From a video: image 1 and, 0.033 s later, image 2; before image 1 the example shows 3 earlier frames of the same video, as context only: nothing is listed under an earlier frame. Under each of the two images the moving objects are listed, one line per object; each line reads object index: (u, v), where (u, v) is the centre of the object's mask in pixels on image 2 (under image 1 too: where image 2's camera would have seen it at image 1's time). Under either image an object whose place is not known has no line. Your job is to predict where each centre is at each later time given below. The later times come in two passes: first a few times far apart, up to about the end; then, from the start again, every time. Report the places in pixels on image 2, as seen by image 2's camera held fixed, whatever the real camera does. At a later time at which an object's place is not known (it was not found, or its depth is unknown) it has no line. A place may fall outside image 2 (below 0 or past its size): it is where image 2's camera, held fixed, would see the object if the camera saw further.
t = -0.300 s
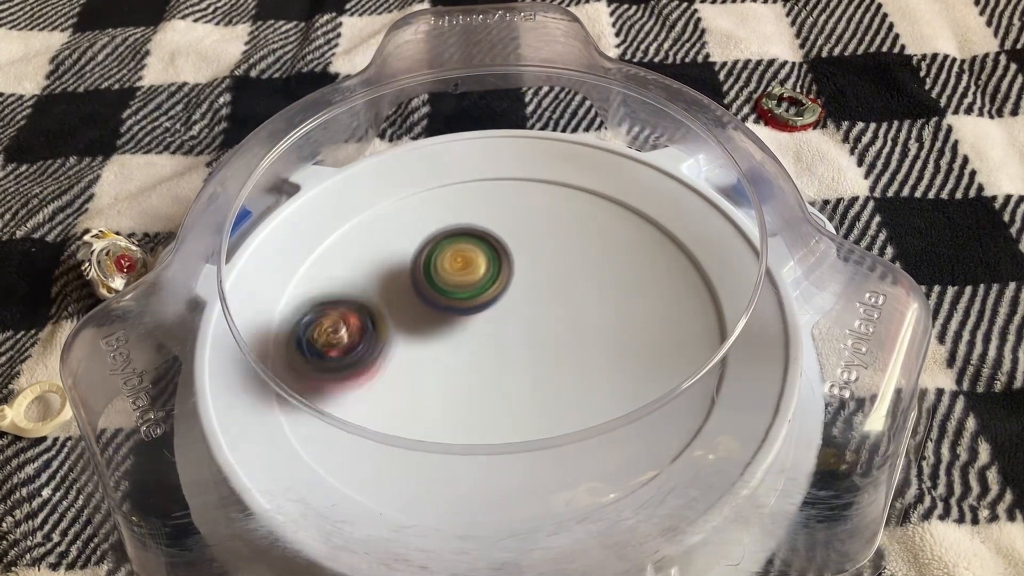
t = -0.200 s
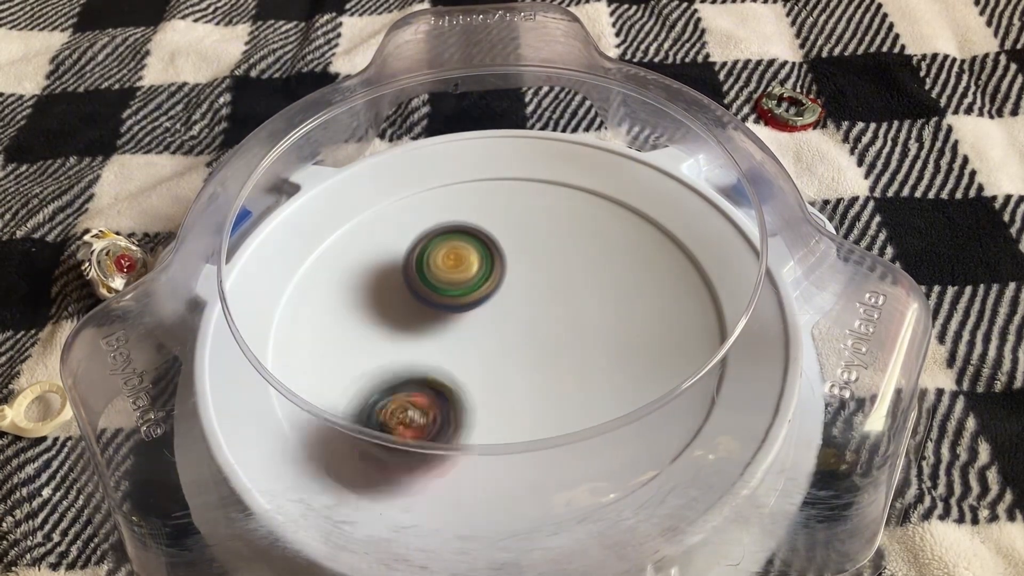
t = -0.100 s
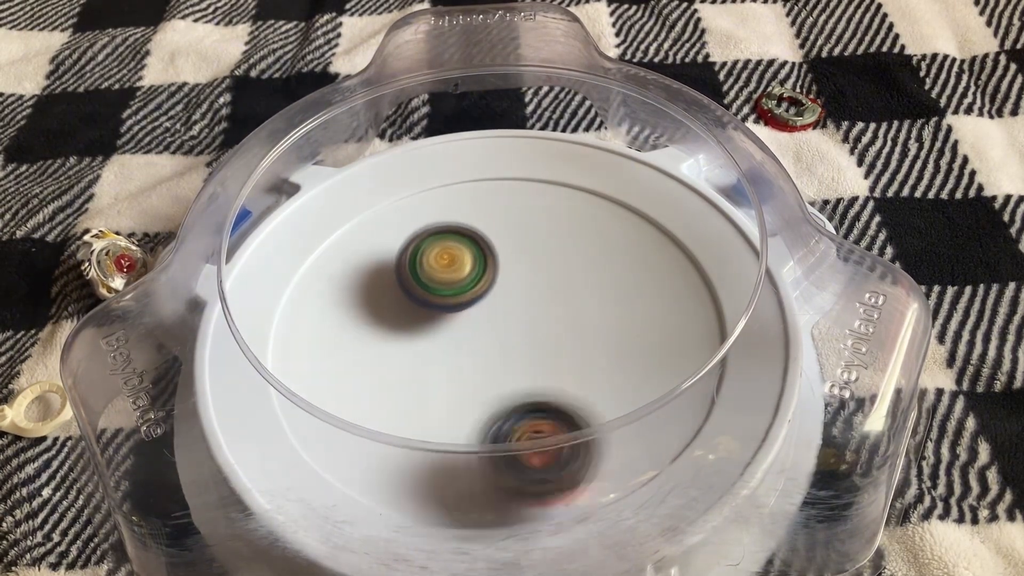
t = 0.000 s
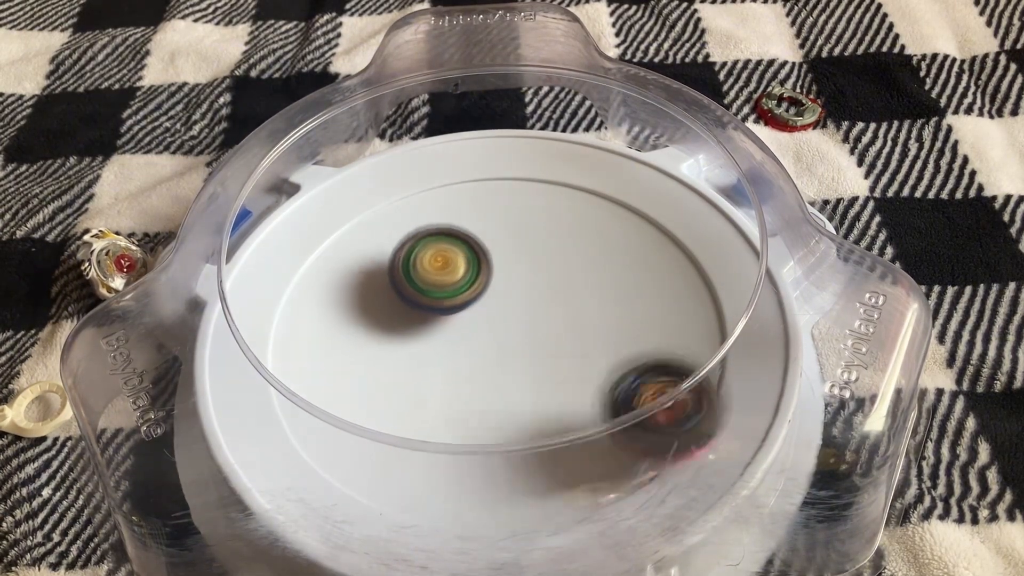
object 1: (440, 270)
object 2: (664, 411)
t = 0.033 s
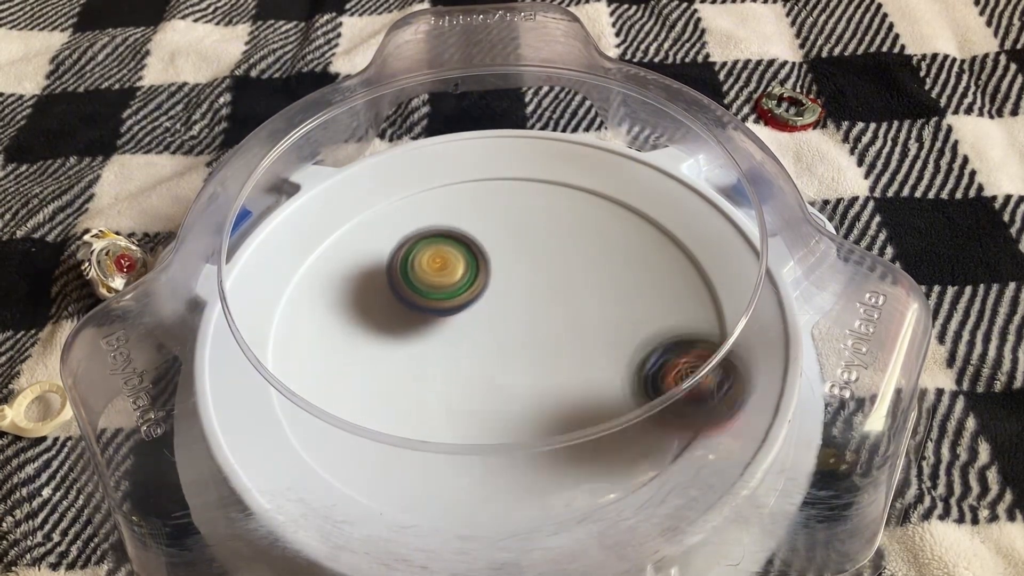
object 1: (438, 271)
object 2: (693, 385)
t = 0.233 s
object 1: (429, 286)
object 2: (651, 223)
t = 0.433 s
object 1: (424, 305)
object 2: (443, 217)
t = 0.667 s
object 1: (466, 468)
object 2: (294, 277)
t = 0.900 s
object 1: (482, 492)
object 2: (362, 358)
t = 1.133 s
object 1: (590, 469)
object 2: (332, 221)
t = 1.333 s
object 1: (473, 392)
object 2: (368, 231)
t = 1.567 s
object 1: (418, 316)
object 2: (457, 228)
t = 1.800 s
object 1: (441, 305)
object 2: (525, 200)
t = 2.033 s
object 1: (435, 357)
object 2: (562, 215)
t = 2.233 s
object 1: (395, 421)
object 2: (573, 190)
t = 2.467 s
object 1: (388, 402)
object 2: (588, 260)
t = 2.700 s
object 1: (423, 386)
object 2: (651, 318)
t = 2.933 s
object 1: (461, 370)
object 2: (608, 338)
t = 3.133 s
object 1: (362, 353)
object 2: (648, 322)
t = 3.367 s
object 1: (374, 302)
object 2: (527, 318)
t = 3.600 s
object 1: (403, 270)
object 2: (453, 423)
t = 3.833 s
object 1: (436, 254)
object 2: (550, 401)
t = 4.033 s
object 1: (441, 213)
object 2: (504, 350)
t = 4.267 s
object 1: (471, 193)
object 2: (593, 417)
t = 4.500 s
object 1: (511, 262)
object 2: (567, 358)
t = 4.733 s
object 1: (436, 209)
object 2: (610, 448)
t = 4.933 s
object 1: (445, 245)
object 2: (544, 431)
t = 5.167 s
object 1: (455, 292)
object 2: (421, 402)
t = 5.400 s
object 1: (473, 357)
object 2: (347, 381)
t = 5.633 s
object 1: (495, 404)
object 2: (383, 320)
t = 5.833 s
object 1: (509, 408)
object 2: (408, 254)
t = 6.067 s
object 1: (522, 396)
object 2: (440, 241)
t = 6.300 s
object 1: (517, 358)
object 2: (534, 260)
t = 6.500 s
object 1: (465, 355)
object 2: (600, 207)
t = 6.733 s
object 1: (429, 337)
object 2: (571, 220)
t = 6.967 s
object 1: (404, 331)
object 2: (521, 312)
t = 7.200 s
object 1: (386, 342)
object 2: (527, 392)
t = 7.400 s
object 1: (398, 350)
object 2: (549, 422)
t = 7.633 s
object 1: (389, 335)
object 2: (556, 380)
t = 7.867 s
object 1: (392, 271)
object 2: (611, 312)
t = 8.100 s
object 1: (423, 262)
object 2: (532, 269)
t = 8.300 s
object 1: (329, 251)
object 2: (629, 279)
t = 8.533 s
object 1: (389, 284)
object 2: (660, 320)
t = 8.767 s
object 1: (468, 361)
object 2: (582, 364)
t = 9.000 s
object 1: (458, 414)
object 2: (559, 359)
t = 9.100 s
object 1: (463, 418)
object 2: (533, 342)
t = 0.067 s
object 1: (436, 273)
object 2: (710, 351)
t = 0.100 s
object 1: (435, 275)
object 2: (710, 321)
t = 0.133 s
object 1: (433, 277)
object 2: (705, 292)
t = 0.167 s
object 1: (432, 280)
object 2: (696, 265)
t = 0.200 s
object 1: (431, 283)
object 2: (677, 242)
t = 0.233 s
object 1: (429, 286)
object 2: (651, 223)
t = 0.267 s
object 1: (428, 288)
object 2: (621, 210)
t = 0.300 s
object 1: (427, 292)
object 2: (587, 201)
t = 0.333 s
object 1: (426, 294)
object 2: (552, 198)
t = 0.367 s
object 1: (425, 298)
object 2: (515, 199)
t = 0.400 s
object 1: (424, 302)
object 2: (478, 206)
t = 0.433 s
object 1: (424, 305)
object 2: (443, 217)
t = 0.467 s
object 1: (427, 326)
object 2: (409, 214)
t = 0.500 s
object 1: (435, 356)
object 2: (372, 200)
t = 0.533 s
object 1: (445, 385)
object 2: (346, 201)
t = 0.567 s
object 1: (455, 405)
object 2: (331, 215)
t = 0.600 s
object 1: (462, 431)
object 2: (320, 237)
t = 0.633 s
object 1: (466, 450)
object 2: (308, 256)
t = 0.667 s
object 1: (466, 468)
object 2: (294, 277)
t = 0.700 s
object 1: (463, 483)
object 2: (282, 302)
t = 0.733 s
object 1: (458, 495)
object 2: (288, 327)
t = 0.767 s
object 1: (449, 497)
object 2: (301, 351)
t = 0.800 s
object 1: (437, 497)
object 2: (323, 372)
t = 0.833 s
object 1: (425, 484)
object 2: (351, 387)
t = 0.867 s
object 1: (445, 488)
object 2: (359, 381)
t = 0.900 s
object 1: (482, 492)
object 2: (362, 358)
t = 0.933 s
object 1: (514, 493)
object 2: (367, 333)
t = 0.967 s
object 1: (540, 491)
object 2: (368, 309)
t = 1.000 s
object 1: (565, 487)
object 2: (363, 286)
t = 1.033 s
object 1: (581, 482)
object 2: (356, 265)
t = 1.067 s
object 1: (591, 478)
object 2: (348, 246)
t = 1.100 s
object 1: (594, 472)
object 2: (335, 229)
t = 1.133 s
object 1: (590, 469)
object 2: (332, 221)
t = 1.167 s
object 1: (579, 458)
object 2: (336, 225)
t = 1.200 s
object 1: (563, 447)
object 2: (344, 229)
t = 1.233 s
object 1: (541, 434)
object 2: (351, 231)
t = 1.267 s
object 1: (517, 411)
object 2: (357, 232)
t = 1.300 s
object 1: (494, 404)
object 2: (362, 232)
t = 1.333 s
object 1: (473, 392)
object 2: (368, 231)
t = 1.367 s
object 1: (456, 376)
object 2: (374, 231)
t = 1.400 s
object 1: (442, 362)
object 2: (384, 231)
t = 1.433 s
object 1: (431, 348)
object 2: (394, 232)
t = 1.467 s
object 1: (424, 338)
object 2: (408, 232)
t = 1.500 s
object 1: (420, 328)
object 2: (424, 233)
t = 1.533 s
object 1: (418, 322)
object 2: (441, 231)
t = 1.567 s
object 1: (418, 316)
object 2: (457, 228)
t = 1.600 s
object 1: (419, 312)
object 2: (472, 225)
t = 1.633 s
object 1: (422, 310)
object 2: (487, 221)
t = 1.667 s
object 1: (425, 307)
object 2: (500, 216)
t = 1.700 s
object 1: (429, 306)
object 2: (510, 211)
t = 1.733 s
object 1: (433, 306)
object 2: (519, 206)
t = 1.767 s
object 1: (437, 305)
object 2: (524, 202)
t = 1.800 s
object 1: (441, 305)
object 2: (525, 200)
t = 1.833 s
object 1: (444, 305)
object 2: (524, 199)
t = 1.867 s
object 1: (448, 306)
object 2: (522, 203)
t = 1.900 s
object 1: (452, 307)
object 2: (520, 210)
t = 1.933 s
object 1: (456, 309)
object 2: (520, 219)
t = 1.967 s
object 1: (460, 310)
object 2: (523, 234)
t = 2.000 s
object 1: (448, 331)
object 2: (539, 230)
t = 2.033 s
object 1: (435, 357)
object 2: (562, 215)
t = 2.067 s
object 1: (423, 380)
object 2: (580, 199)
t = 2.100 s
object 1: (414, 396)
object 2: (592, 183)
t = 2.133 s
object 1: (409, 403)
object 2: (592, 173)
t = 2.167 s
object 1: (402, 419)
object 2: (589, 176)
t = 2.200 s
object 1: (399, 421)
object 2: (580, 183)
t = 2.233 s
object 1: (395, 421)
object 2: (573, 190)
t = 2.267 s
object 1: (390, 422)
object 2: (569, 198)
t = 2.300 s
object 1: (386, 421)
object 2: (568, 206)
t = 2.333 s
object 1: (384, 419)
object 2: (570, 215)
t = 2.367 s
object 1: (383, 417)
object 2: (572, 223)
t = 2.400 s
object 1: (383, 414)
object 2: (576, 235)
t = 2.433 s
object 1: (384, 412)
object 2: (581, 248)
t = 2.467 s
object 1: (388, 402)
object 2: (588, 260)
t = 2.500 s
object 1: (391, 400)
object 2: (595, 272)
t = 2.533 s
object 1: (394, 398)
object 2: (604, 282)
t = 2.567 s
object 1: (400, 396)
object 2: (614, 292)
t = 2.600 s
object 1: (405, 394)
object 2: (625, 301)
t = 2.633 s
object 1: (411, 392)
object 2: (634, 308)
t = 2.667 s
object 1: (417, 389)
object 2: (643, 314)
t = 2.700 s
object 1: (423, 386)
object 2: (651, 318)
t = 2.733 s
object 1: (429, 383)
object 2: (655, 320)
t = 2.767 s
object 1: (435, 381)
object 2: (657, 321)
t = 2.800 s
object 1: (440, 379)
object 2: (654, 322)
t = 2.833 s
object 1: (445, 377)
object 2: (646, 323)
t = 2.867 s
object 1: (450, 375)
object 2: (637, 326)
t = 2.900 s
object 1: (456, 373)
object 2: (624, 330)
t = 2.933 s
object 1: (461, 370)
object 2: (608, 338)
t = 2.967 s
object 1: (467, 367)
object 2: (593, 345)
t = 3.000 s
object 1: (454, 365)
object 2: (594, 350)
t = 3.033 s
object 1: (423, 364)
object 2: (613, 348)
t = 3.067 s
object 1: (395, 362)
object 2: (630, 342)
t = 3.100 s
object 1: (375, 358)
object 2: (643, 332)
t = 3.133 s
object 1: (362, 353)
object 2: (648, 322)
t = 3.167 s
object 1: (358, 345)
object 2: (645, 313)
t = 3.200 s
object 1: (359, 337)
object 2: (636, 306)
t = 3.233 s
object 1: (361, 329)
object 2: (620, 300)
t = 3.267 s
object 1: (364, 322)
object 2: (599, 298)
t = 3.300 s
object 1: (367, 315)
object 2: (575, 301)
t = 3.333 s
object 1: (370, 308)
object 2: (550, 306)
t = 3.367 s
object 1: (374, 302)
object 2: (527, 318)
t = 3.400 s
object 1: (378, 296)
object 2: (506, 331)
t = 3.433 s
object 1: (381, 291)
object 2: (488, 345)
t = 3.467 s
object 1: (385, 286)
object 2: (473, 361)
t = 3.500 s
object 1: (389, 281)
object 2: (460, 377)
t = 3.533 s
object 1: (394, 277)
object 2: (451, 392)
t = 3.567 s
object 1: (398, 273)
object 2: (451, 406)
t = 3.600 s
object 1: (403, 270)
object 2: (453, 423)
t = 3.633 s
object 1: (407, 266)
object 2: (461, 441)
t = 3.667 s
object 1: (412, 263)
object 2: (476, 456)
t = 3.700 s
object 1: (416, 261)
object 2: (496, 456)
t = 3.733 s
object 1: (421, 258)
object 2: (517, 455)
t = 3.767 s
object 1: (425, 257)
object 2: (536, 440)
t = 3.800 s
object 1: (430, 255)
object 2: (546, 421)
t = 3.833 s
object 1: (436, 254)
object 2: (550, 401)
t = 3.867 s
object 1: (440, 252)
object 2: (548, 387)
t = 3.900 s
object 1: (445, 252)
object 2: (541, 368)
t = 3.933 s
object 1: (450, 251)
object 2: (528, 350)
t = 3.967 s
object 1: (454, 251)
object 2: (513, 334)
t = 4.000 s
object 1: (453, 243)
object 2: (500, 331)
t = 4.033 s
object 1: (441, 213)
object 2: (504, 350)
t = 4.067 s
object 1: (430, 189)
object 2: (509, 366)
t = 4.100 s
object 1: (424, 172)
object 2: (516, 382)
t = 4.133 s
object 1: (428, 168)
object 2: (526, 395)
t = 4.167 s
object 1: (435, 173)
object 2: (539, 403)
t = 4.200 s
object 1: (446, 177)
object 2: (553, 407)
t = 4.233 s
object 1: (458, 184)
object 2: (573, 419)
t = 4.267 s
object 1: (471, 193)
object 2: (593, 417)
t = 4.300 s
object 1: (482, 204)
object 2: (606, 410)
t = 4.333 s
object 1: (492, 216)
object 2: (613, 398)
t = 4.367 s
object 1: (501, 229)
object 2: (612, 382)
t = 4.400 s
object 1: (509, 242)
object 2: (609, 372)
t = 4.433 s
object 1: (515, 254)
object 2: (595, 357)
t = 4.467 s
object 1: (519, 267)
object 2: (579, 348)
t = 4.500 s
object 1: (511, 262)
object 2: (567, 358)
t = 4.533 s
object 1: (492, 242)
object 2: (575, 383)
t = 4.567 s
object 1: (473, 226)
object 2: (580, 398)
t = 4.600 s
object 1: (458, 214)
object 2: (590, 420)
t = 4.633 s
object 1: (448, 207)
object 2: (596, 432)
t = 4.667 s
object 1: (440, 205)
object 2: (606, 446)
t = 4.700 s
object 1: (437, 206)
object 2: (612, 454)
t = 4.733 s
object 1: (436, 209)
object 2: (610, 448)
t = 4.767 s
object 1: (436, 214)
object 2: (604, 442)
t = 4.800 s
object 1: (437, 218)
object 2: (595, 436)
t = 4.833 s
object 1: (438, 224)
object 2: (587, 432)
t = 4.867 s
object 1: (440, 231)
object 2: (576, 432)
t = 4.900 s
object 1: (443, 237)
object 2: (561, 432)
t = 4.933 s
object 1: (445, 245)
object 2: (544, 431)
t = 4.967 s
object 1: (448, 252)
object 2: (528, 429)
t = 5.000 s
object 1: (450, 260)
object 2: (512, 424)
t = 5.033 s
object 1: (452, 266)
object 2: (494, 420)
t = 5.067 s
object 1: (453, 272)
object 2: (474, 418)
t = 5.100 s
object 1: (454, 278)
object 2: (455, 414)
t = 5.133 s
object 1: (454, 284)
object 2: (438, 407)
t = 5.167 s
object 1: (455, 292)
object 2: (421, 402)
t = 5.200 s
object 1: (456, 300)
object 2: (406, 399)
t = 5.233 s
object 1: (458, 309)
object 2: (391, 395)
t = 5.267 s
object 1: (460, 317)
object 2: (377, 391)
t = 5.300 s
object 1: (463, 328)
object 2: (365, 388)
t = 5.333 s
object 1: (466, 338)
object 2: (355, 385)
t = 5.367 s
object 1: (470, 347)
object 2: (350, 383)
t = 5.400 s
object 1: (473, 357)
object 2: (347, 381)
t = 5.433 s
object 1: (477, 367)
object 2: (349, 379)
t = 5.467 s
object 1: (480, 377)
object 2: (353, 375)
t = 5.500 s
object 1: (483, 385)
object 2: (358, 369)
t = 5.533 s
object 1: (487, 393)
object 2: (365, 356)
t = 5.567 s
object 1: (490, 398)
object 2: (373, 344)
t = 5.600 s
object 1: (493, 402)
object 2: (378, 332)
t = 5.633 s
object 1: (495, 404)
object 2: (383, 320)
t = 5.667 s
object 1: (497, 406)
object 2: (390, 308)
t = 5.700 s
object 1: (498, 407)
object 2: (395, 295)
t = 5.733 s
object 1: (500, 408)
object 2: (399, 284)
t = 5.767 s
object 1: (503, 408)
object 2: (403, 272)
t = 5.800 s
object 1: (506, 408)
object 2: (406, 263)
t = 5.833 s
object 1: (509, 408)
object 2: (408, 254)
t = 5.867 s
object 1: (511, 407)
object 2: (412, 247)
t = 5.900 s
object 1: (513, 406)
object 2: (414, 240)
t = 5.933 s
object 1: (515, 405)
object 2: (417, 237)
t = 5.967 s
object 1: (518, 403)
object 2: (421, 235)
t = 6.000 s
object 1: (519, 401)
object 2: (426, 236)
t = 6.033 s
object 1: (521, 399)
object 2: (433, 238)
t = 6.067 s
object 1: (522, 396)
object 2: (440, 241)
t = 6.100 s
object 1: (522, 393)
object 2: (453, 245)
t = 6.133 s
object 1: (523, 389)
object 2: (465, 248)
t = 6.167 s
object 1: (523, 384)
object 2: (478, 251)
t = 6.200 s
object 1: (523, 379)
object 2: (492, 254)
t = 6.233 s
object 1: (522, 373)
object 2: (508, 257)
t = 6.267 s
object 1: (521, 366)
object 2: (521, 259)
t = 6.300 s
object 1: (517, 358)
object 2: (534, 260)
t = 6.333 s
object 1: (514, 350)
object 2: (548, 260)
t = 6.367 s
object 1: (502, 354)
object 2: (566, 246)
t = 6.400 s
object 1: (490, 358)
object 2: (580, 234)
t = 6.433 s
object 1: (479, 360)
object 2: (588, 225)
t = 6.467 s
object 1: (471, 359)
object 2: (595, 215)
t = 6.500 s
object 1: (465, 355)
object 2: (600, 207)
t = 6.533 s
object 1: (459, 352)
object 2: (604, 199)
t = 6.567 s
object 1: (453, 349)
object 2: (604, 193)
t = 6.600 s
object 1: (447, 346)
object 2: (601, 190)
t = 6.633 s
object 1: (441, 343)
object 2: (596, 193)
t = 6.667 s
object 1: (437, 340)
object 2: (590, 197)
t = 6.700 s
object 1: (433, 338)
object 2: (579, 208)
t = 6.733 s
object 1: (429, 337)
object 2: (571, 220)
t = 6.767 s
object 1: (425, 335)
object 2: (563, 234)
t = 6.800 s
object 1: (422, 334)
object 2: (555, 247)
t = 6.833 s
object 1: (419, 332)
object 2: (546, 261)
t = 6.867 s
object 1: (417, 331)
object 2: (540, 273)
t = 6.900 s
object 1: (414, 331)
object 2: (532, 285)
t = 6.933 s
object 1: (411, 330)
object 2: (524, 300)
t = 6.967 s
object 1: (404, 331)
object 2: (521, 312)
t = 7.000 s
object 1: (397, 334)
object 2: (521, 322)
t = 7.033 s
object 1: (392, 337)
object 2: (520, 331)
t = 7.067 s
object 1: (389, 338)
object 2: (522, 344)
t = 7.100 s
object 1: (388, 338)
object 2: (522, 358)
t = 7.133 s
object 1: (387, 339)
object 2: (525, 370)
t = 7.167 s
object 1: (387, 341)
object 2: (524, 379)
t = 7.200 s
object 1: (386, 342)
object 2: (527, 392)
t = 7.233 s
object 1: (387, 344)
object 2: (531, 395)
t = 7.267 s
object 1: (388, 345)
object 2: (533, 406)
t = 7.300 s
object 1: (390, 346)
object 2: (536, 410)
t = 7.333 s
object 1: (392, 348)
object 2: (542, 422)
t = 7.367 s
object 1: (394, 349)
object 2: (547, 424)
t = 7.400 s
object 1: (398, 350)
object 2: (549, 422)
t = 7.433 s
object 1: (401, 352)
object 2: (551, 418)
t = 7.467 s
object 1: (405, 351)
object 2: (548, 407)
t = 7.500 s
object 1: (409, 352)
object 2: (546, 404)
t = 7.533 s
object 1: (414, 352)
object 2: (540, 398)
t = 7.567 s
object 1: (420, 352)
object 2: (531, 391)
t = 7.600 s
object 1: (415, 348)
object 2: (533, 384)
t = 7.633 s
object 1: (389, 335)
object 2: (556, 380)
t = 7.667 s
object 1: (372, 323)
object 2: (576, 375)
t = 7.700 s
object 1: (361, 312)
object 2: (589, 366)
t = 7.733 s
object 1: (359, 300)
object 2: (599, 358)
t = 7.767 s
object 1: (364, 290)
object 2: (608, 347)
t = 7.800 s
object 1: (372, 281)
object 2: (614, 335)
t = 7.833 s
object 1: (381, 275)
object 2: (614, 323)
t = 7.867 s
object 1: (392, 271)
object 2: (611, 312)
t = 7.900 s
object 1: (399, 269)
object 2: (605, 299)
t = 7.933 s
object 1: (407, 267)
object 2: (595, 290)
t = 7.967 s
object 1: (413, 266)
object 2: (584, 284)
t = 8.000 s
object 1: (418, 265)
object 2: (571, 277)
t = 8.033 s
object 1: (422, 264)
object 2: (558, 274)
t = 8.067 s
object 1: (426, 263)
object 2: (543, 271)
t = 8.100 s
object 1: (423, 262)
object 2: (532, 269)
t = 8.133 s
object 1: (394, 257)
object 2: (555, 270)
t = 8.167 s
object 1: (369, 255)
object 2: (579, 272)
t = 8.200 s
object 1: (351, 252)
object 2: (595, 276)
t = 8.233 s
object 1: (338, 252)
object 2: (607, 277)
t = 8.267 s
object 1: (331, 251)
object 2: (618, 279)
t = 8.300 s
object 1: (329, 251)
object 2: (629, 279)
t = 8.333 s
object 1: (331, 252)
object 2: (638, 286)
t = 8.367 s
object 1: (337, 254)
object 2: (648, 287)
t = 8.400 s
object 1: (345, 258)
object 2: (656, 291)
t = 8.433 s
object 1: (355, 263)
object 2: (661, 297)
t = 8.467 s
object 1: (364, 269)
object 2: (662, 302)
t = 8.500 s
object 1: (376, 276)
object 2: (663, 309)
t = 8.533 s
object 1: (389, 284)
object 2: (660, 320)
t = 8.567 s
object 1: (397, 290)
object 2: (651, 325)
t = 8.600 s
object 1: (410, 298)
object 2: (645, 333)
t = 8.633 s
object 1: (420, 309)
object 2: (633, 341)
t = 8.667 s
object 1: (431, 320)
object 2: (622, 348)
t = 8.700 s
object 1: (444, 333)
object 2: (609, 355)
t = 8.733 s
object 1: (457, 347)
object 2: (595, 360)
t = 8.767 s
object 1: (468, 361)
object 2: (582, 364)
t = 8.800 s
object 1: (462, 376)
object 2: (590, 364)
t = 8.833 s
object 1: (454, 390)
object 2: (595, 364)
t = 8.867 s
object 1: (449, 400)
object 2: (593, 364)
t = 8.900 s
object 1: (447, 406)
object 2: (589, 363)
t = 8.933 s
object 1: (448, 411)
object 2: (580, 360)
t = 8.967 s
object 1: (452, 413)
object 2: (571, 359)
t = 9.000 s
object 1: (458, 414)
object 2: (559, 359)
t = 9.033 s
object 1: (460, 415)
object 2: (544, 357)
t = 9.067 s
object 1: (462, 416)
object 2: (539, 350)
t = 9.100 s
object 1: (463, 418)
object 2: (533, 342)
